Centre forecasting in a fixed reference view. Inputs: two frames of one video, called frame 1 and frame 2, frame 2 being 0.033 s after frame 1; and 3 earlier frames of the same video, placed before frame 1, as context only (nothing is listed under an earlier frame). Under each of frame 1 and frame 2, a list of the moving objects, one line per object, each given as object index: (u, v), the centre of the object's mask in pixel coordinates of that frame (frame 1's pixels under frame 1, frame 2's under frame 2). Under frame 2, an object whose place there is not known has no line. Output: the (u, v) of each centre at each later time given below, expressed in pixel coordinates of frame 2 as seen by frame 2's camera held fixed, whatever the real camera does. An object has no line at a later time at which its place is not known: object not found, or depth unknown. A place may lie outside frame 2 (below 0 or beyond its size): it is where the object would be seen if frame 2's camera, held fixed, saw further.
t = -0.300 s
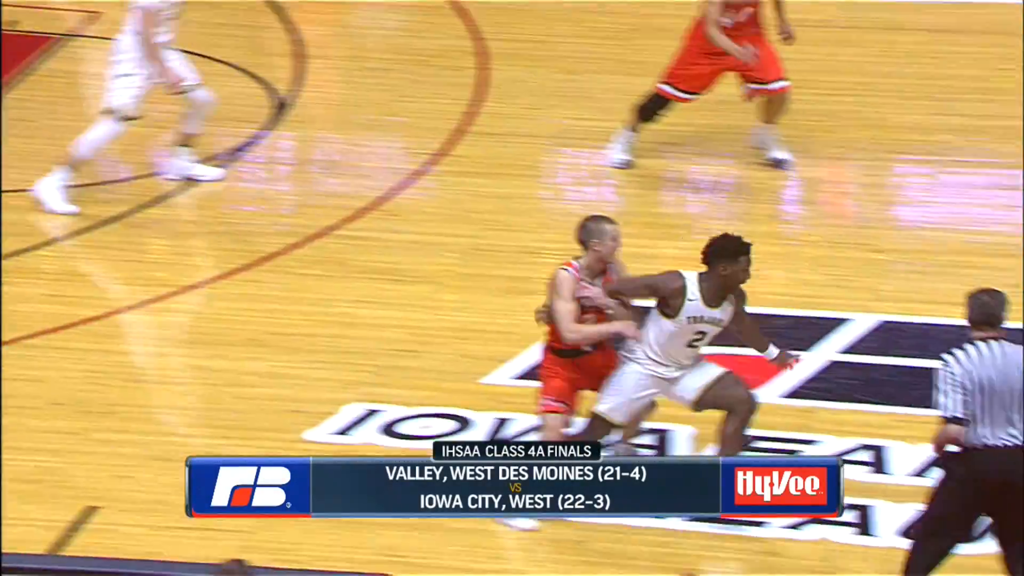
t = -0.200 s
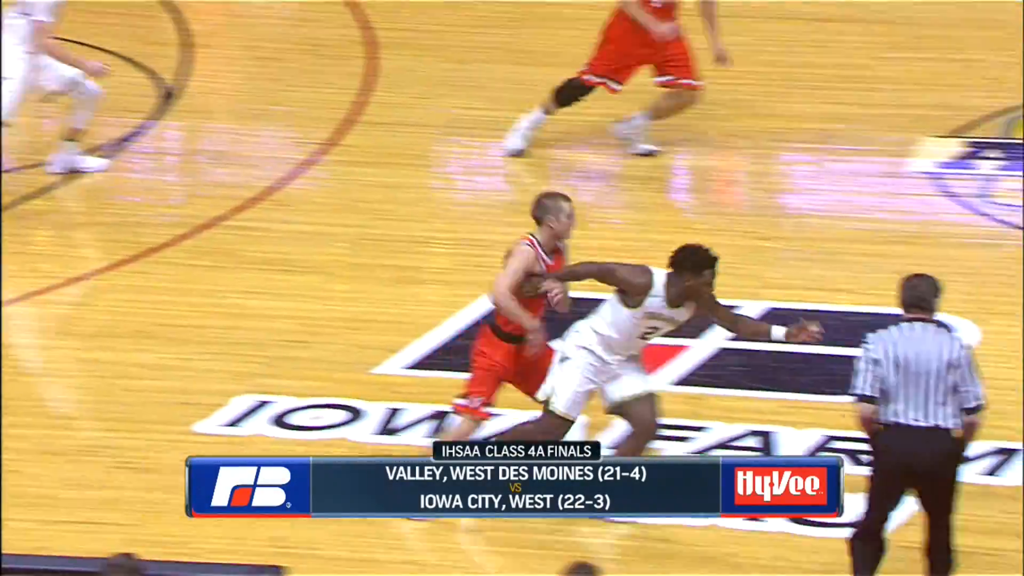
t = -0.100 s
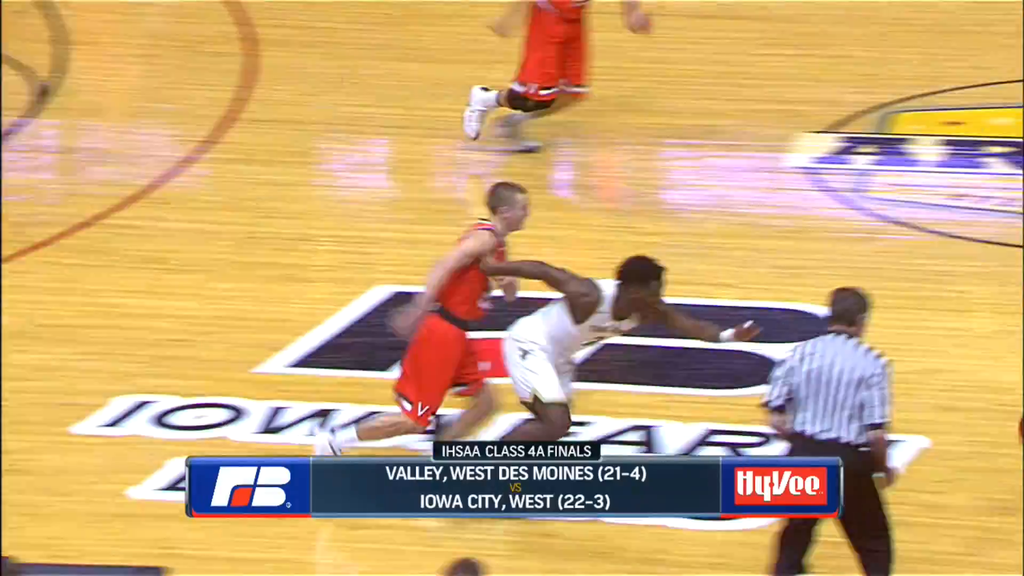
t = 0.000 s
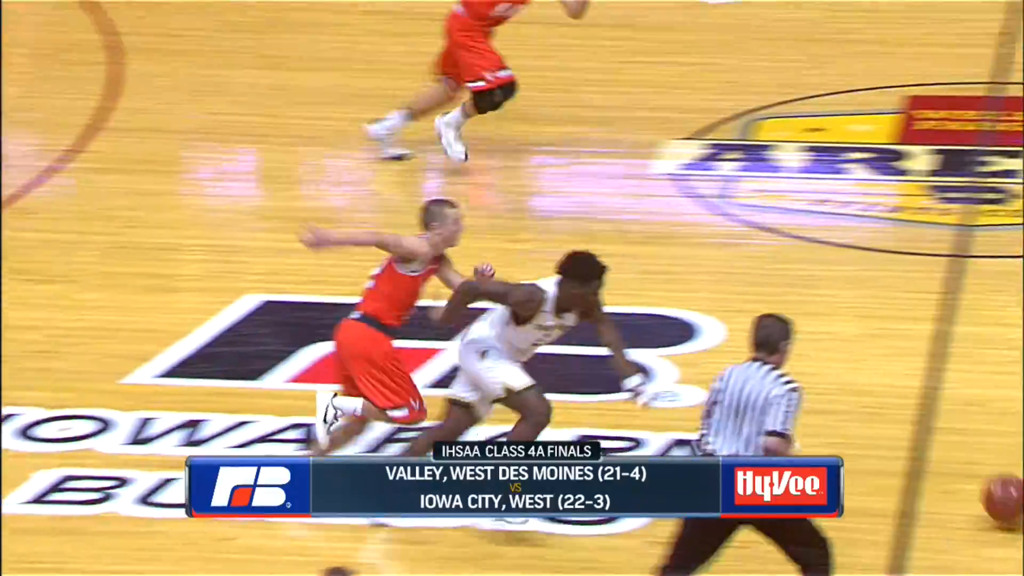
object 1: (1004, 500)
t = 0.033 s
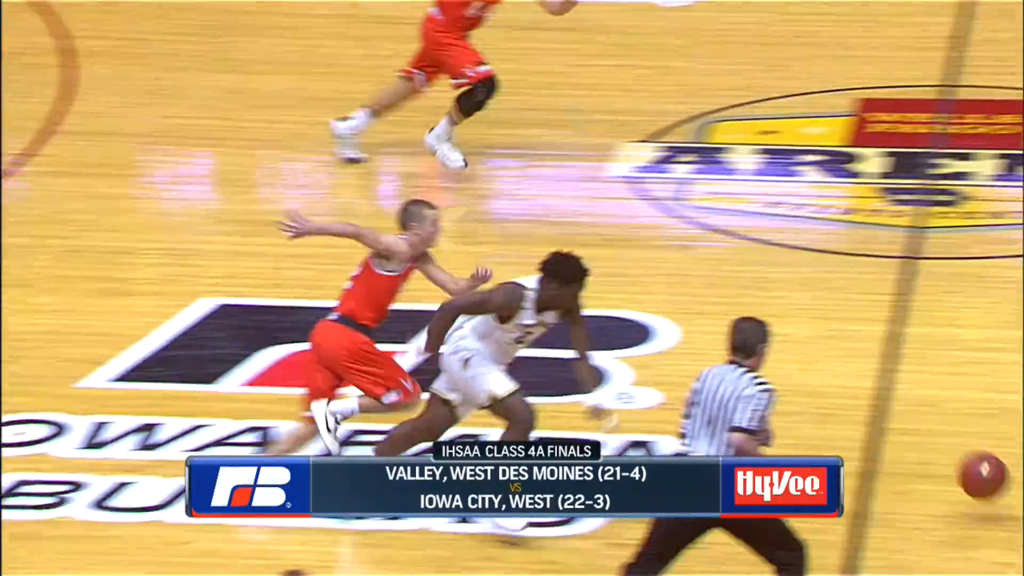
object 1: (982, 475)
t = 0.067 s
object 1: (1010, 457)
